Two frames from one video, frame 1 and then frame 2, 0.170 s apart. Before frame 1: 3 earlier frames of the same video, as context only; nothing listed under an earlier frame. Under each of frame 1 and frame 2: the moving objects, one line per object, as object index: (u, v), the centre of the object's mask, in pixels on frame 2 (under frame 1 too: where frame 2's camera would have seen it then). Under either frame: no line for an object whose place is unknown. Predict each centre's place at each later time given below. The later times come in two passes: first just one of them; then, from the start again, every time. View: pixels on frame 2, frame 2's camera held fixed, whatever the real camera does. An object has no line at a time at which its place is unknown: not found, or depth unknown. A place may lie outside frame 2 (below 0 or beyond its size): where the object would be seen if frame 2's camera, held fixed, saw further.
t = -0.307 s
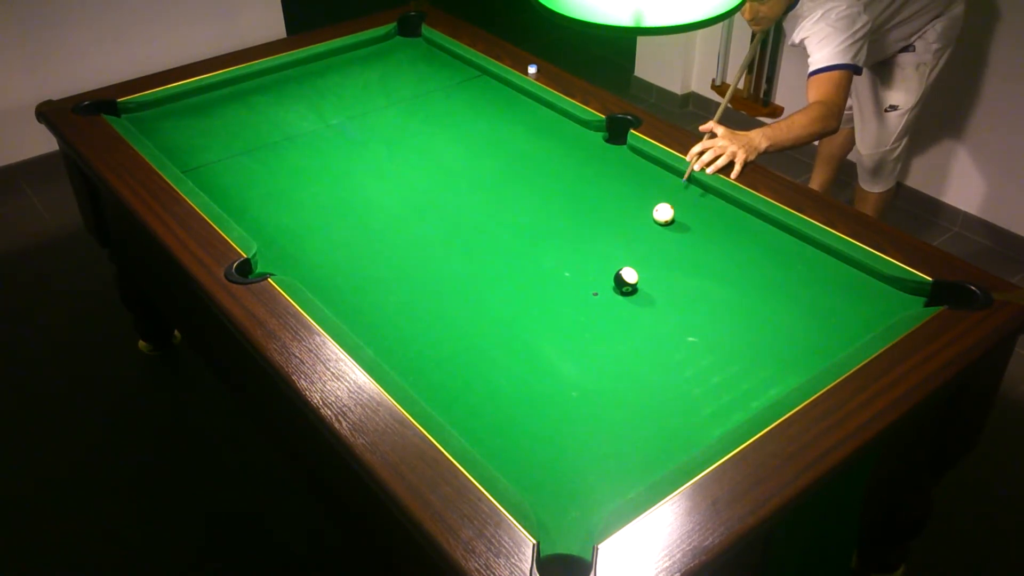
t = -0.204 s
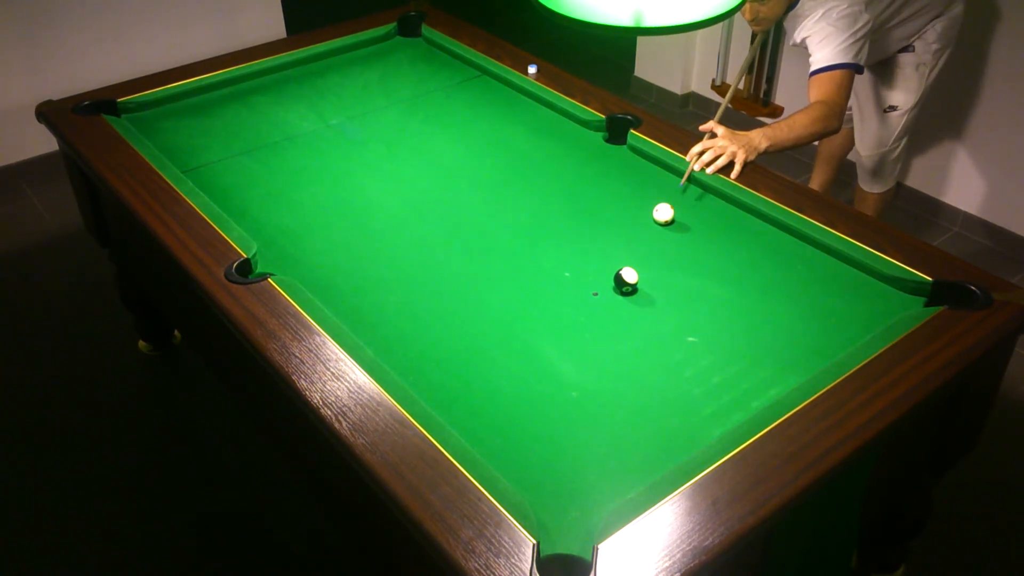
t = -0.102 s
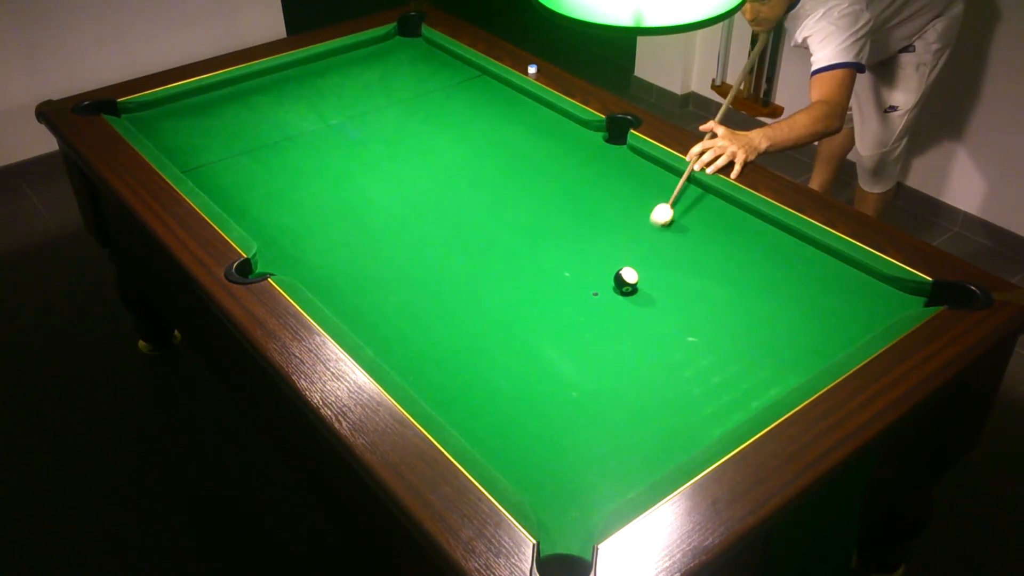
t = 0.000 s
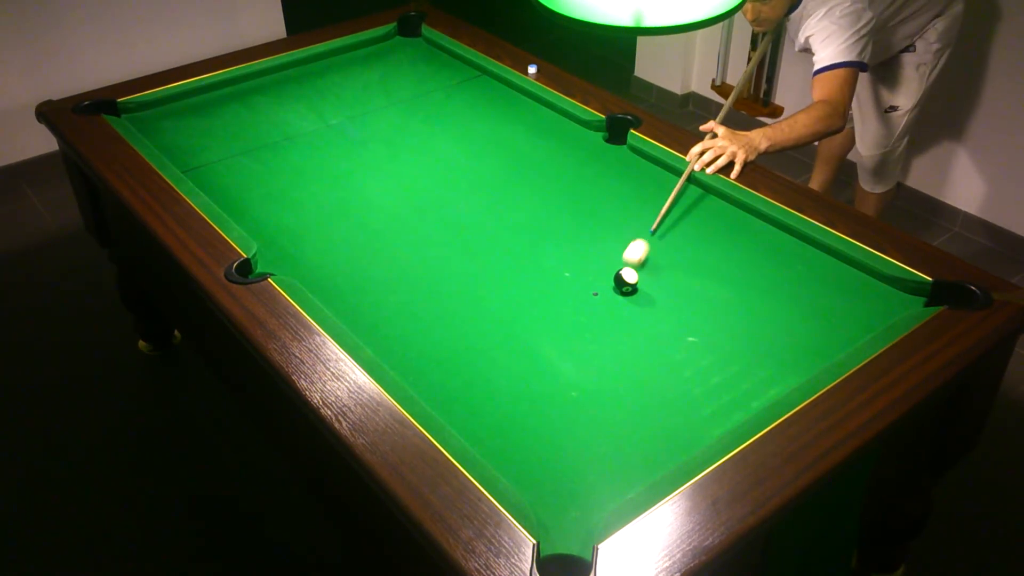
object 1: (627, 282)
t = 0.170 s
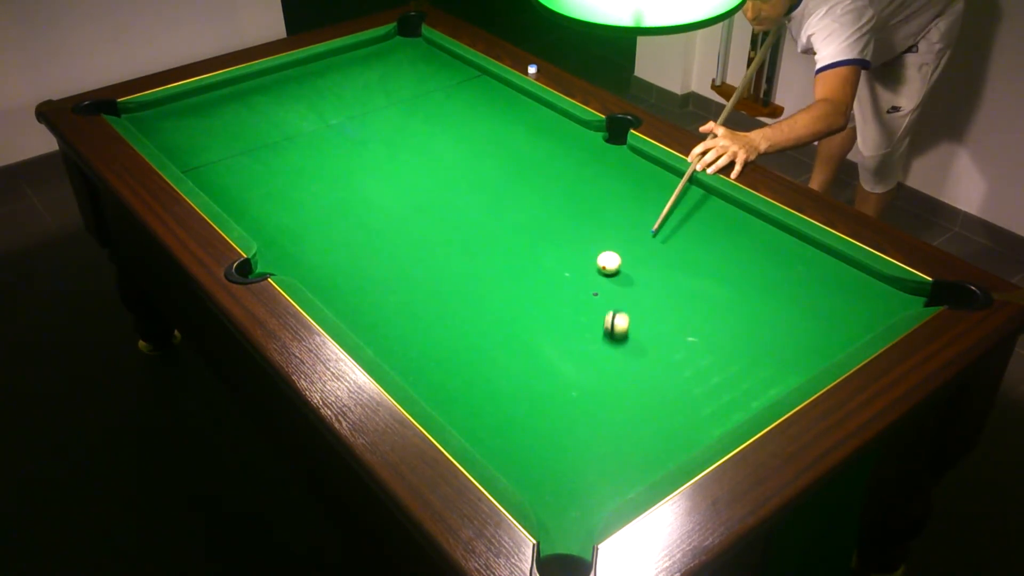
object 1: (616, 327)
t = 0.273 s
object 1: (610, 358)
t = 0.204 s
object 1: (614, 338)
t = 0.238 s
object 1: (612, 347)
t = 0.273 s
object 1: (610, 358)
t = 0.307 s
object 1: (608, 368)
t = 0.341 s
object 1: (606, 378)
